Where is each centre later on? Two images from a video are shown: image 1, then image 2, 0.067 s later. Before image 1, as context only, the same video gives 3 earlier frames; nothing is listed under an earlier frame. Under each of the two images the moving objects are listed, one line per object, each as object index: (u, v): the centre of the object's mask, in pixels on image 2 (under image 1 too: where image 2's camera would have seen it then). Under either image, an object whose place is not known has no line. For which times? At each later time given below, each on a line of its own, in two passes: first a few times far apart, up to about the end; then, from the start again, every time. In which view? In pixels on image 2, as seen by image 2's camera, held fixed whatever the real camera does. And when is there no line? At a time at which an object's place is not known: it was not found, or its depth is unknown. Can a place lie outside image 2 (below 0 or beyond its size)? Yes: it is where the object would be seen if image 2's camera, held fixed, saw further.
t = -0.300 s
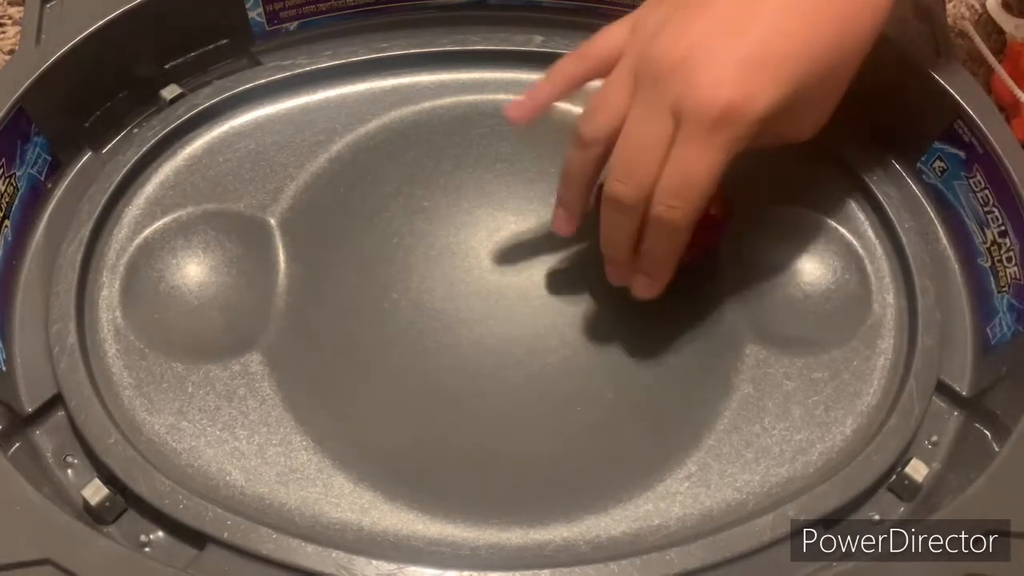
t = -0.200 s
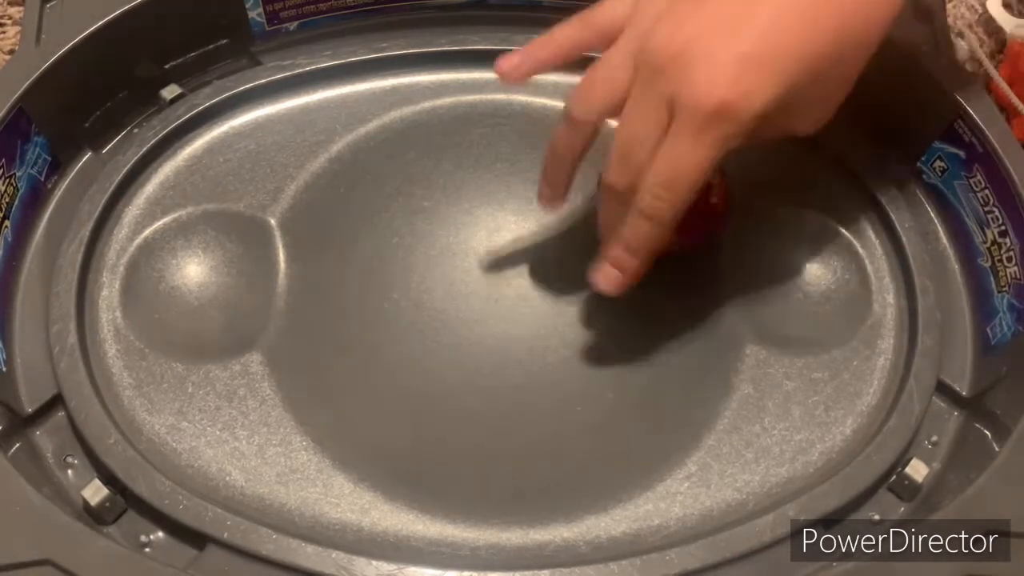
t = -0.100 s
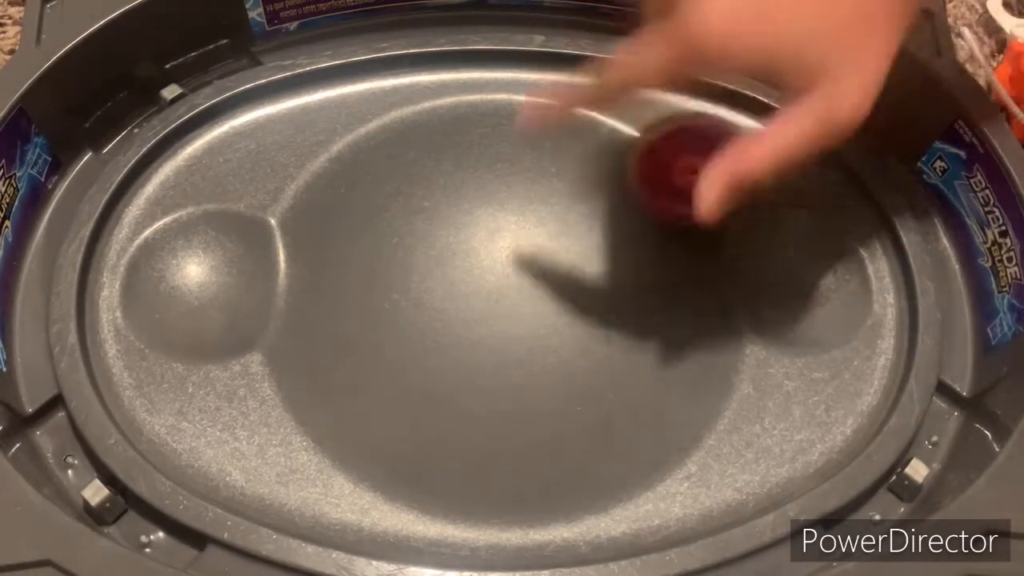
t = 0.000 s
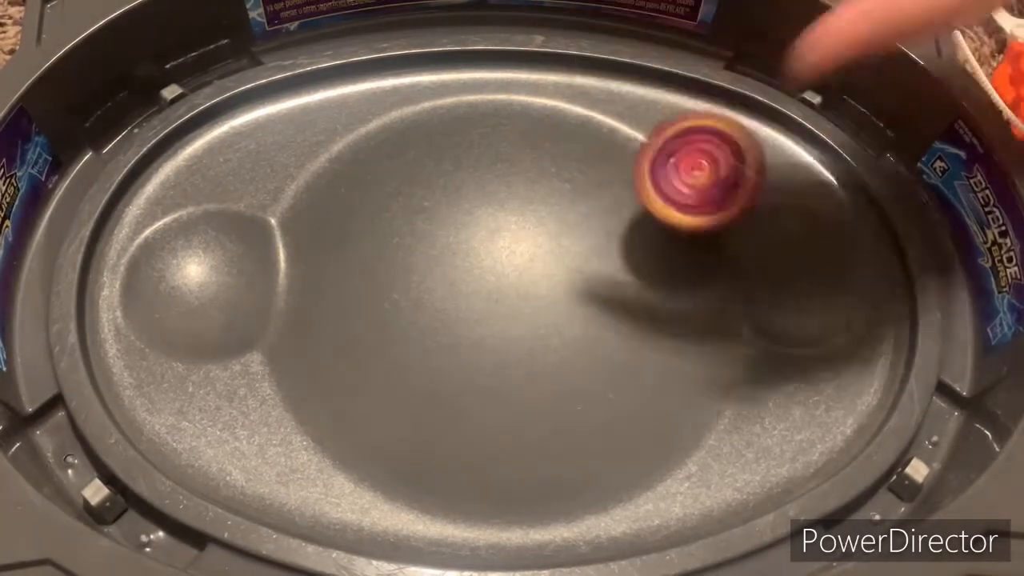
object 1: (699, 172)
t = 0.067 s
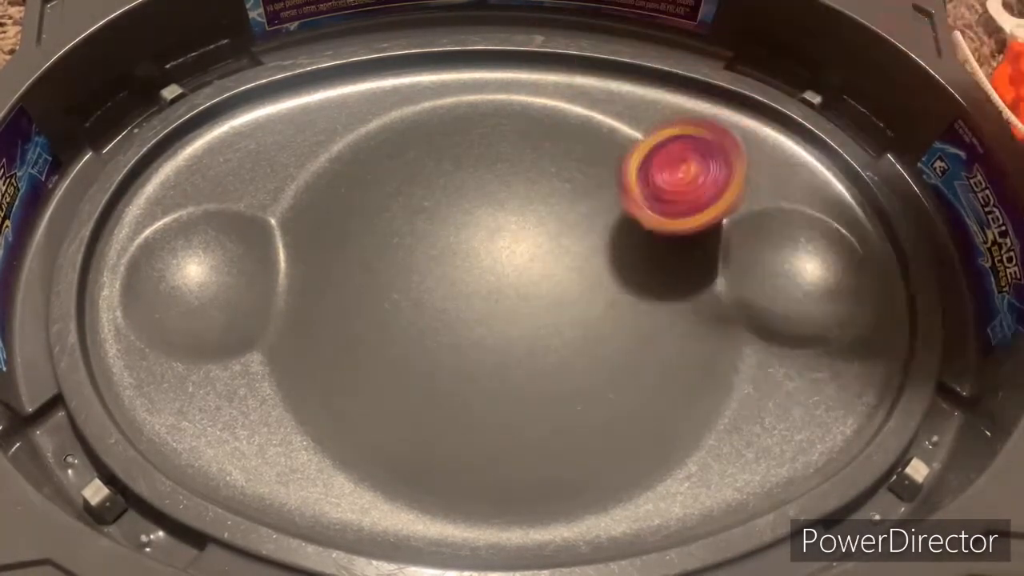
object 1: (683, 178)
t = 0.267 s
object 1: (561, 230)
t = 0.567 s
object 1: (379, 343)
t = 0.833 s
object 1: (427, 354)
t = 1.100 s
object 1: (580, 235)
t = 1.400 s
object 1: (556, 169)
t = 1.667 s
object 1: (478, 328)
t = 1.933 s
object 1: (500, 388)
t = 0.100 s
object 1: (667, 182)
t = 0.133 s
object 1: (652, 190)
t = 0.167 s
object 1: (629, 200)
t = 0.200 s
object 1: (609, 209)
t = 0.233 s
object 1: (588, 219)
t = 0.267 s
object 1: (561, 230)
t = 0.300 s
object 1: (536, 242)
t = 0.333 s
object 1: (505, 256)
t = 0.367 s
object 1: (478, 268)
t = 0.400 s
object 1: (452, 284)
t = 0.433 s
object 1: (431, 296)
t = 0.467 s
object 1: (411, 309)
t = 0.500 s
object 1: (393, 324)
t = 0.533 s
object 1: (384, 335)
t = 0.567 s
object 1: (379, 343)
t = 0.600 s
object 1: (374, 351)
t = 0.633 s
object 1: (375, 355)
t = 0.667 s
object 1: (379, 358)
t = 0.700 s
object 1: (383, 359)
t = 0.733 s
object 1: (391, 360)
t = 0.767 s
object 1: (402, 360)
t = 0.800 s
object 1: (412, 358)
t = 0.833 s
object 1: (427, 354)
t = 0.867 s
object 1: (443, 349)
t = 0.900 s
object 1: (461, 341)
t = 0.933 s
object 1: (482, 328)
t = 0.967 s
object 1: (503, 315)
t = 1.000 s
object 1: (525, 299)
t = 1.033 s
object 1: (546, 276)
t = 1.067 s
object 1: (564, 256)
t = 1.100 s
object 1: (580, 235)
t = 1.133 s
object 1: (589, 215)
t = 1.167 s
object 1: (597, 195)
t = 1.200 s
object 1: (600, 181)
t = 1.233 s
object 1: (600, 172)
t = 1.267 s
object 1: (596, 164)
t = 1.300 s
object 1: (592, 162)
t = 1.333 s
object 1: (583, 163)
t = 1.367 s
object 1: (569, 167)
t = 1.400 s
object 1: (556, 169)
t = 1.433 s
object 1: (549, 177)
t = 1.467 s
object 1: (538, 191)
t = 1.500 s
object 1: (530, 209)
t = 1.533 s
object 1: (516, 232)
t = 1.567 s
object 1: (504, 254)
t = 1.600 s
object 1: (493, 280)
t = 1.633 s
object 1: (483, 304)
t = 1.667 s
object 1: (478, 328)
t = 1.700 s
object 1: (475, 355)
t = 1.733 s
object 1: (473, 372)
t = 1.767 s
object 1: (477, 387)
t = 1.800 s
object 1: (482, 396)
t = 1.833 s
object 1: (485, 401)
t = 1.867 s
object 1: (489, 399)
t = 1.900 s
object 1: (493, 394)
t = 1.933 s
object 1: (500, 388)
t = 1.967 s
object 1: (507, 376)
